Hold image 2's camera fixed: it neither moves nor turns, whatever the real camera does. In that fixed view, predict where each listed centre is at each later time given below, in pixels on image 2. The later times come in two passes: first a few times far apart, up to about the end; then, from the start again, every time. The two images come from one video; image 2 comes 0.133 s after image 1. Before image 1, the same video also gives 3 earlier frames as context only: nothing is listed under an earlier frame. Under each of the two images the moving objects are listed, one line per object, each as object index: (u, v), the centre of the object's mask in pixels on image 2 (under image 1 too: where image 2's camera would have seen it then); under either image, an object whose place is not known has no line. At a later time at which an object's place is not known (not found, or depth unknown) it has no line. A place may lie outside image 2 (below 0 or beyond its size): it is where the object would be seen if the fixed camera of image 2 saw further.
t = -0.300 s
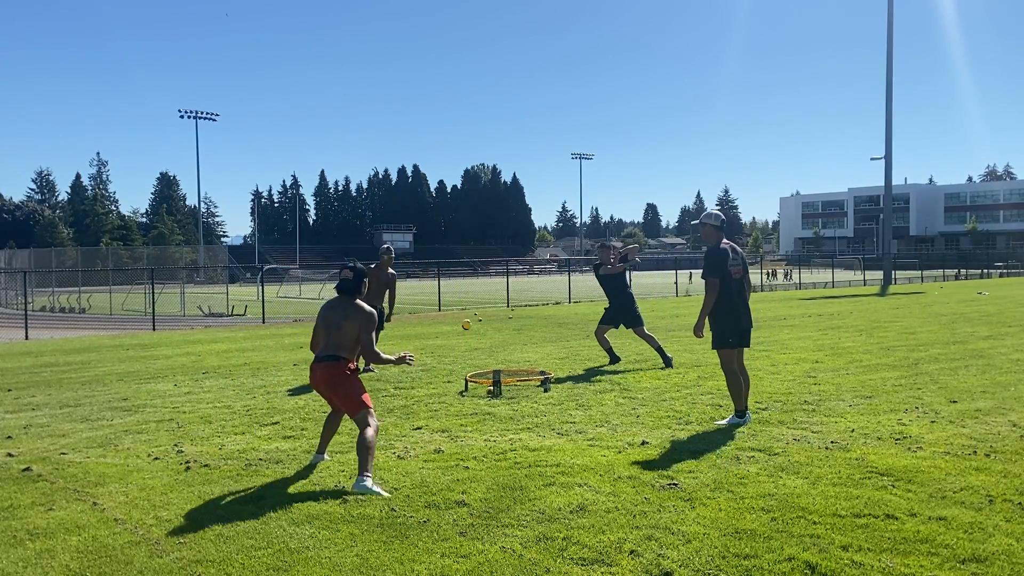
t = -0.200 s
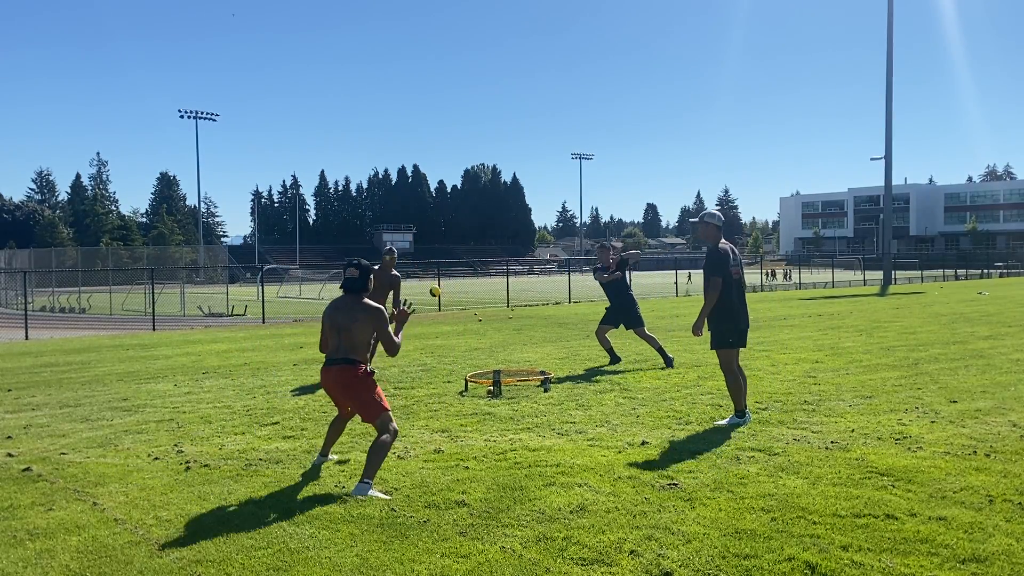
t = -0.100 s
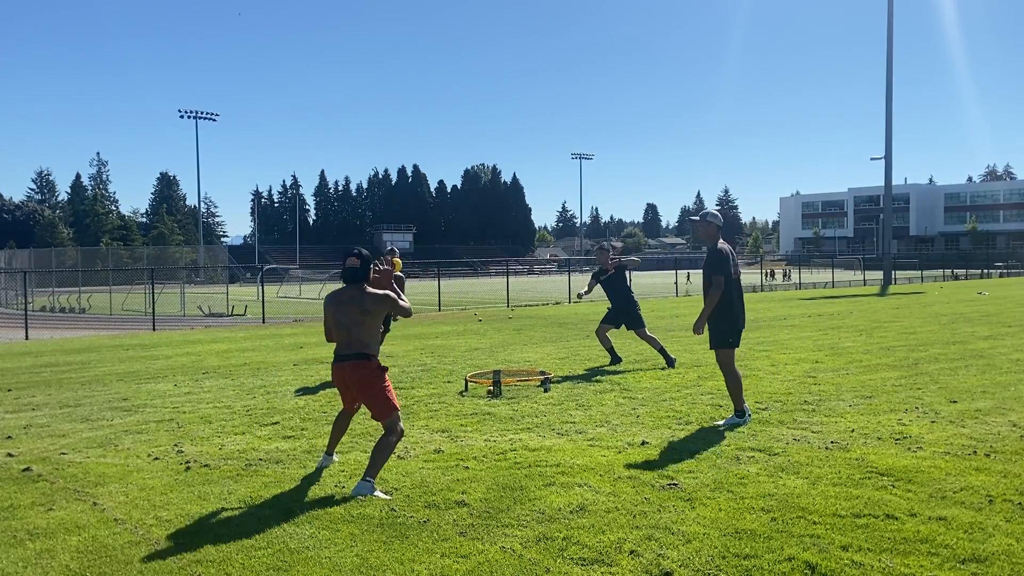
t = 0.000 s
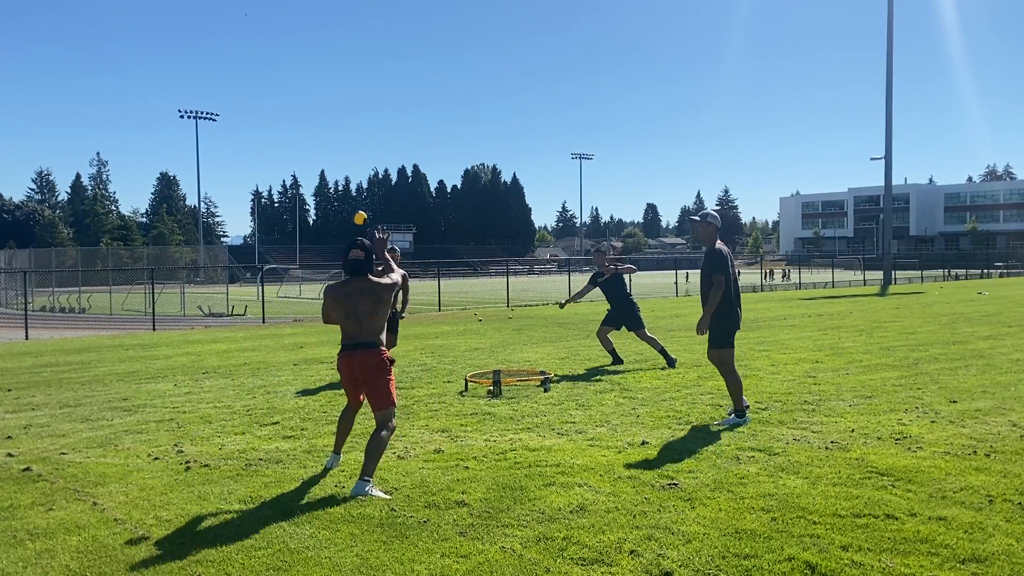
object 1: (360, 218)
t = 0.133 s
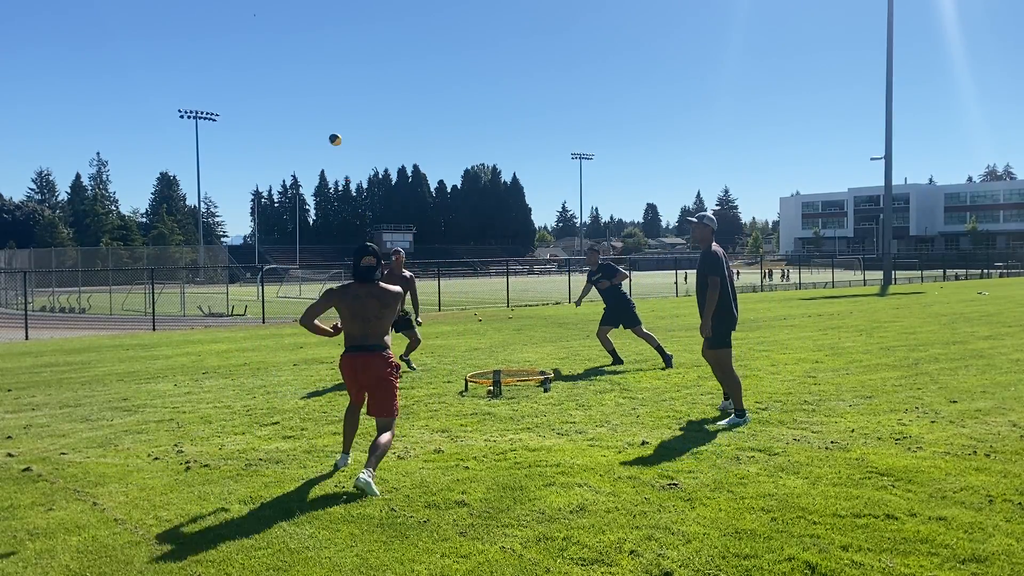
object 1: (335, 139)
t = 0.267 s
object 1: (313, 94)
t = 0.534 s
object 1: (276, 77)
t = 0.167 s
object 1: (330, 125)
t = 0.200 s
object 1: (324, 113)
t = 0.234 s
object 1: (318, 103)
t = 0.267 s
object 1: (313, 94)
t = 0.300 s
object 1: (308, 87)
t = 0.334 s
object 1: (303, 82)
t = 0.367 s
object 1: (298, 77)
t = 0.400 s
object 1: (294, 75)
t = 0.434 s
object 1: (289, 73)
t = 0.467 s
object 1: (285, 73)
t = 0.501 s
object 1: (281, 74)
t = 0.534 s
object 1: (276, 77)
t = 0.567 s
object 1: (272, 80)
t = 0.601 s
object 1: (268, 84)
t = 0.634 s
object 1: (265, 90)
